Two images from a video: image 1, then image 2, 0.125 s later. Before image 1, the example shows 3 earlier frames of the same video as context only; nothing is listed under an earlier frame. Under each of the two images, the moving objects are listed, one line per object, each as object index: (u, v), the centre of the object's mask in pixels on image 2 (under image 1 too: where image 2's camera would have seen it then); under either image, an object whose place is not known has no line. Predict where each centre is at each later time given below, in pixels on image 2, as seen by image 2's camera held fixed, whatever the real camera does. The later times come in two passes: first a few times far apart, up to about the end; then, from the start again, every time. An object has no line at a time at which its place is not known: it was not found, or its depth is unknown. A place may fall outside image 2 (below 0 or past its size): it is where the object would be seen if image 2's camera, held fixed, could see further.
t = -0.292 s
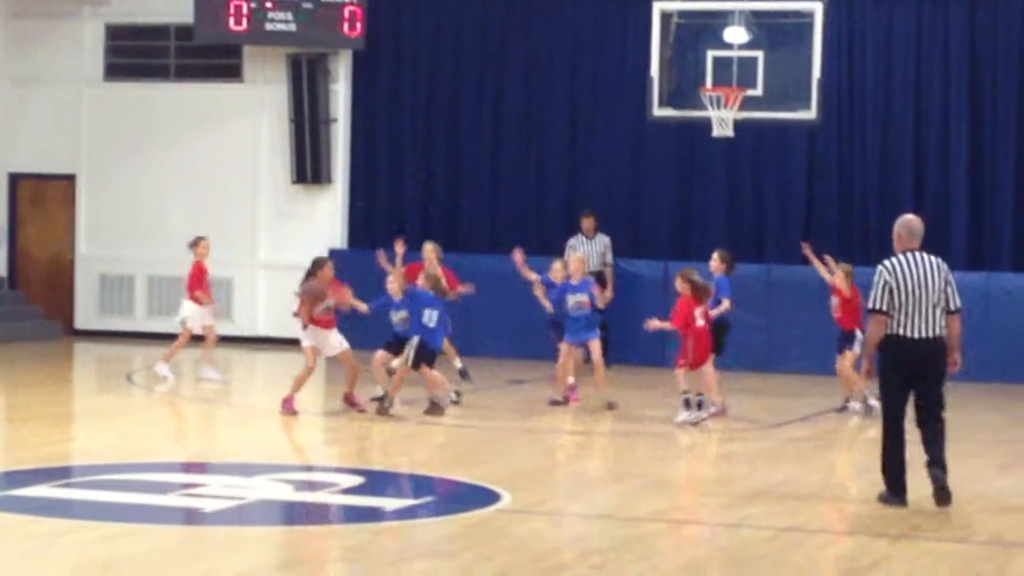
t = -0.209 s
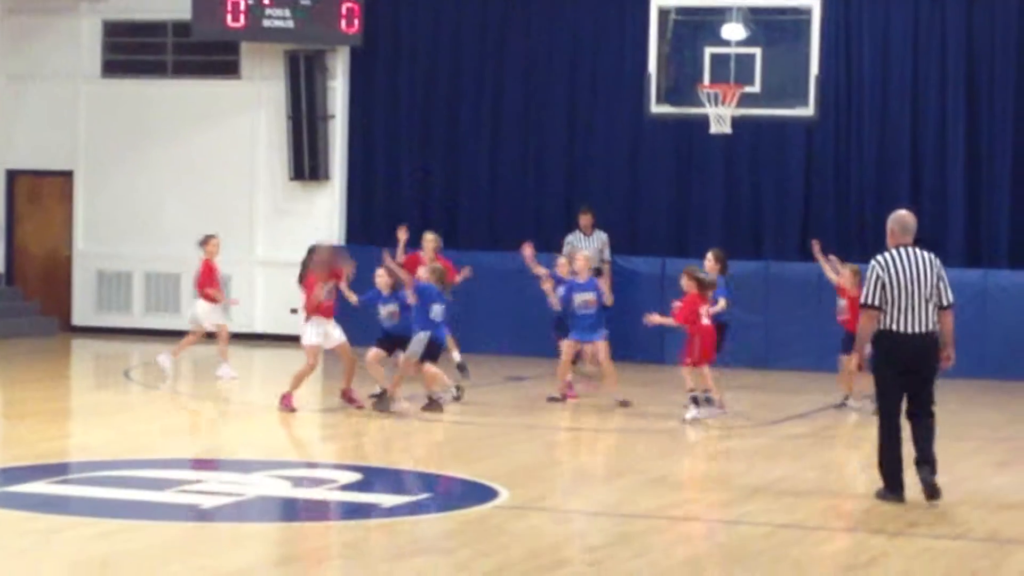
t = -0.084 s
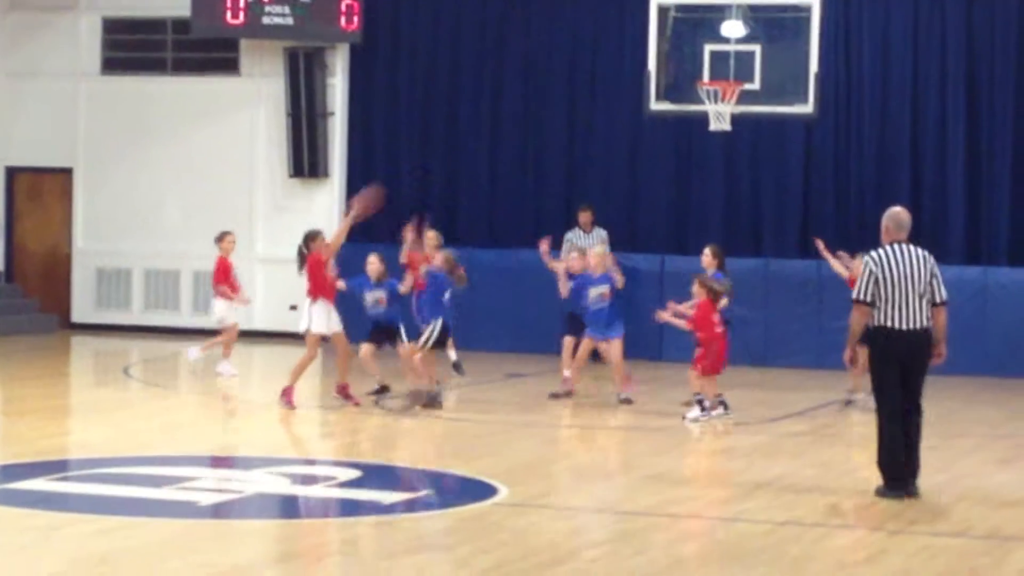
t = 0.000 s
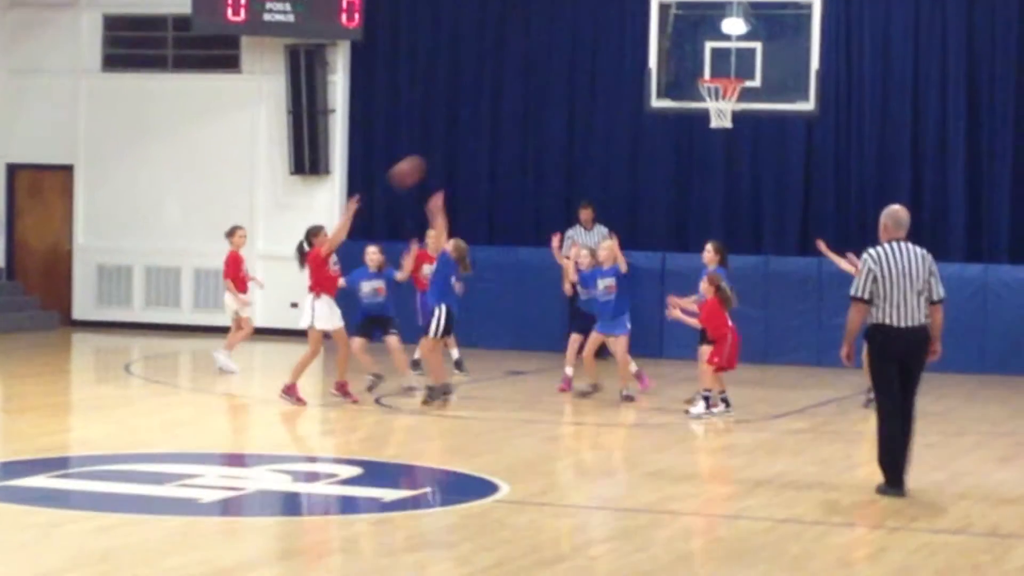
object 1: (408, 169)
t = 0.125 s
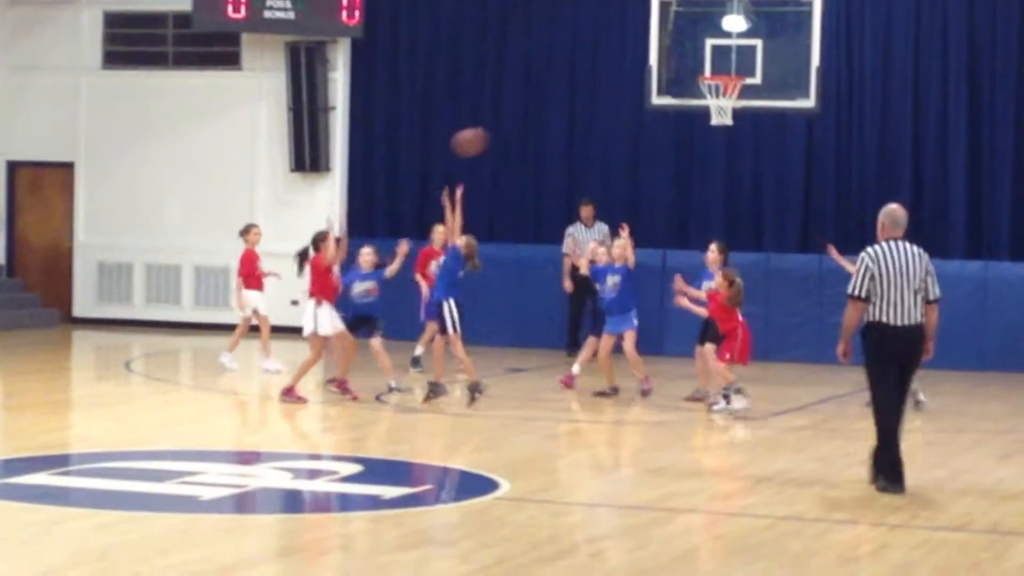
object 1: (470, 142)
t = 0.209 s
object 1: (509, 134)
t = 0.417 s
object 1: (609, 147)
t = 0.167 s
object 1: (490, 137)
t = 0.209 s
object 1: (509, 134)
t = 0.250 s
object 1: (530, 133)
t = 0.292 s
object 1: (550, 133)
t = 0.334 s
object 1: (570, 136)
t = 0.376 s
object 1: (590, 141)
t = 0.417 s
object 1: (609, 147)
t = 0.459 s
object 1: (629, 155)
